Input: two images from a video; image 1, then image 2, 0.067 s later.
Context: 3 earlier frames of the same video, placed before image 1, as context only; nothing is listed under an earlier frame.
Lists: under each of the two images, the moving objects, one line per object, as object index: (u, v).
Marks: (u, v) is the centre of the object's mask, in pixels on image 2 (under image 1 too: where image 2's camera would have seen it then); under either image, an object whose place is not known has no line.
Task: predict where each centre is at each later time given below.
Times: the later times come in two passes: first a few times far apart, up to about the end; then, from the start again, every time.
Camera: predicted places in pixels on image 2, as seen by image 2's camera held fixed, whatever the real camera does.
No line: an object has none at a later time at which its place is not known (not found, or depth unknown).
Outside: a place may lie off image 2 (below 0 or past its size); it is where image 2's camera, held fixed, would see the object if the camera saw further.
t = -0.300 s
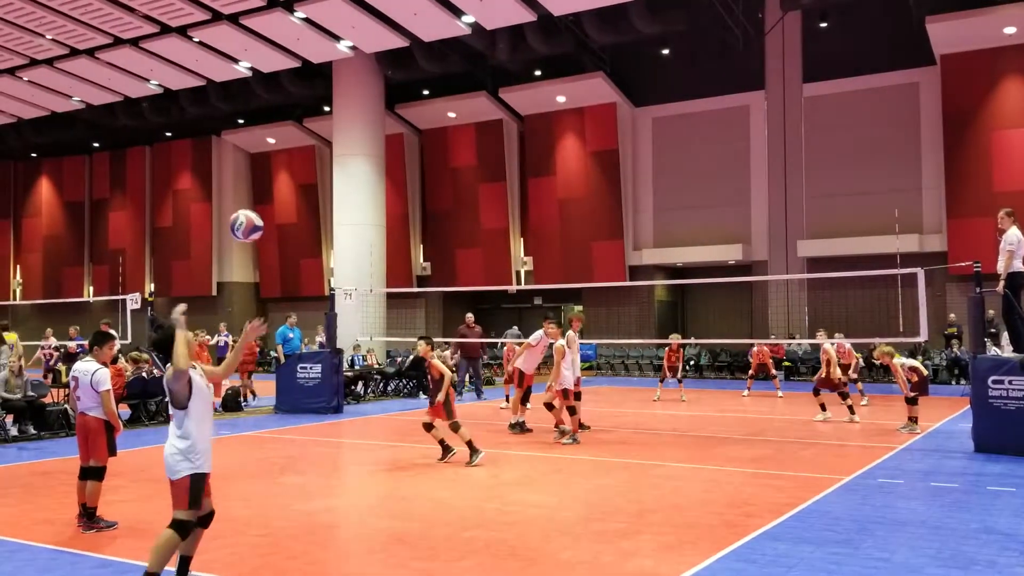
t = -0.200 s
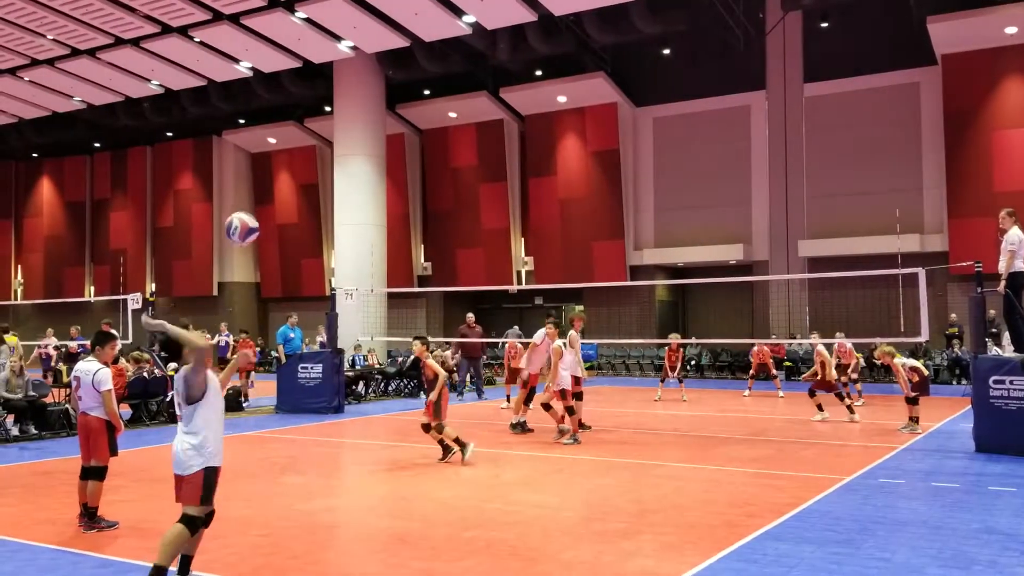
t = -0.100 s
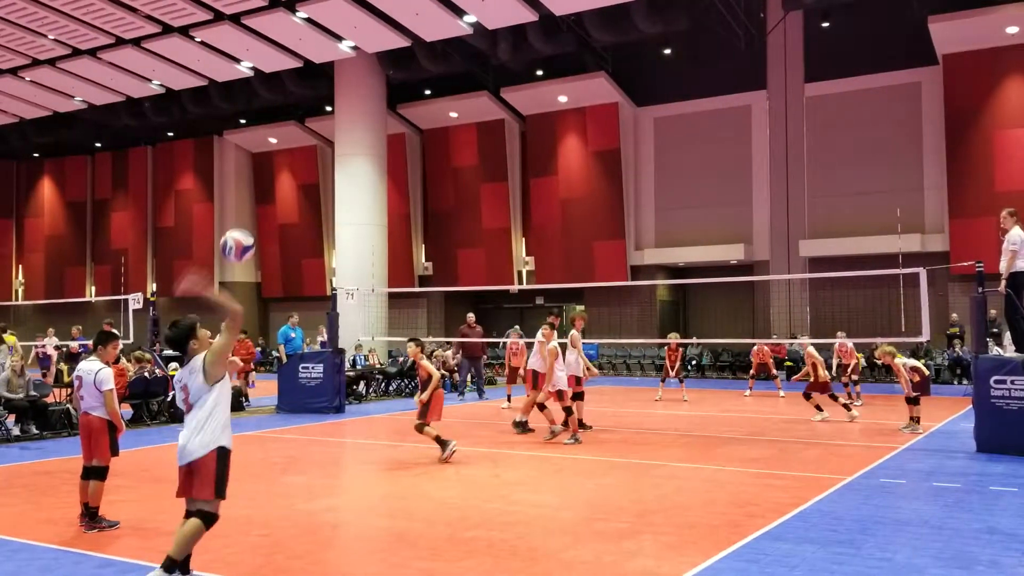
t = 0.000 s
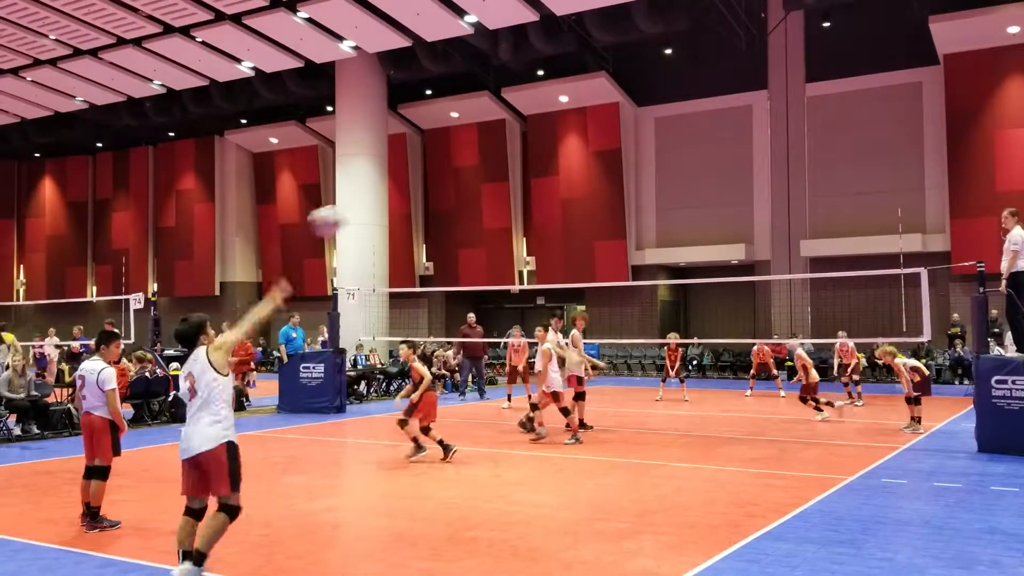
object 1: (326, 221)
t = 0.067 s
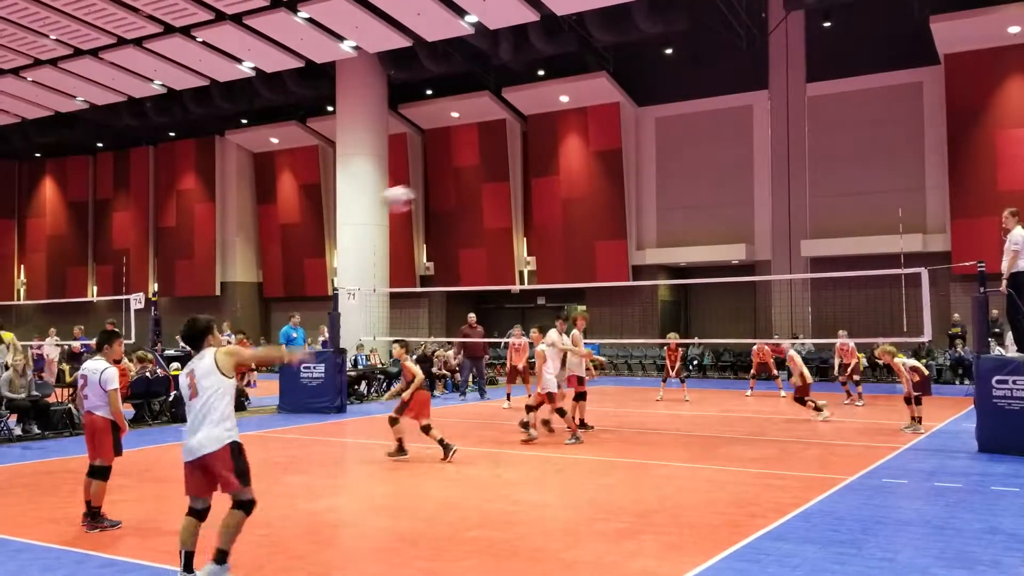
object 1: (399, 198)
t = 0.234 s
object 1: (512, 179)
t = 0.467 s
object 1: (605, 192)
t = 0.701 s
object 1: (658, 228)
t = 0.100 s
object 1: (426, 192)
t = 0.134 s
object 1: (451, 187)
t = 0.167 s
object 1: (473, 183)
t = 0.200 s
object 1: (494, 181)
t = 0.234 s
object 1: (512, 179)
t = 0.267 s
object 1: (529, 179)
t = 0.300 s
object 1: (545, 179)
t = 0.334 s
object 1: (558, 180)
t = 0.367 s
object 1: (572, 181)
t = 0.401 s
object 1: (584, 185)
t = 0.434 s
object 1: (595, 188)
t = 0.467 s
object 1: (605, 192)
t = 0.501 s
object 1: (615, 196)
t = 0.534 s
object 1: (623, 200)
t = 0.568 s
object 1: (631, 205)
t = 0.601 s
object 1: (638, 211)
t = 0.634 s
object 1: (645, 215)
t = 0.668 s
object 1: (653, 221)
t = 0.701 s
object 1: (658, 228)
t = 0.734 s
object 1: (664, 234)
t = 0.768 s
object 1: (670, 241)
